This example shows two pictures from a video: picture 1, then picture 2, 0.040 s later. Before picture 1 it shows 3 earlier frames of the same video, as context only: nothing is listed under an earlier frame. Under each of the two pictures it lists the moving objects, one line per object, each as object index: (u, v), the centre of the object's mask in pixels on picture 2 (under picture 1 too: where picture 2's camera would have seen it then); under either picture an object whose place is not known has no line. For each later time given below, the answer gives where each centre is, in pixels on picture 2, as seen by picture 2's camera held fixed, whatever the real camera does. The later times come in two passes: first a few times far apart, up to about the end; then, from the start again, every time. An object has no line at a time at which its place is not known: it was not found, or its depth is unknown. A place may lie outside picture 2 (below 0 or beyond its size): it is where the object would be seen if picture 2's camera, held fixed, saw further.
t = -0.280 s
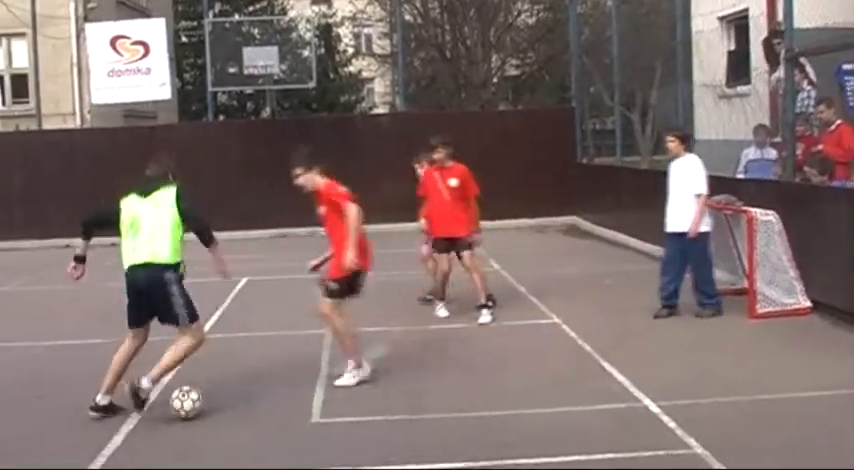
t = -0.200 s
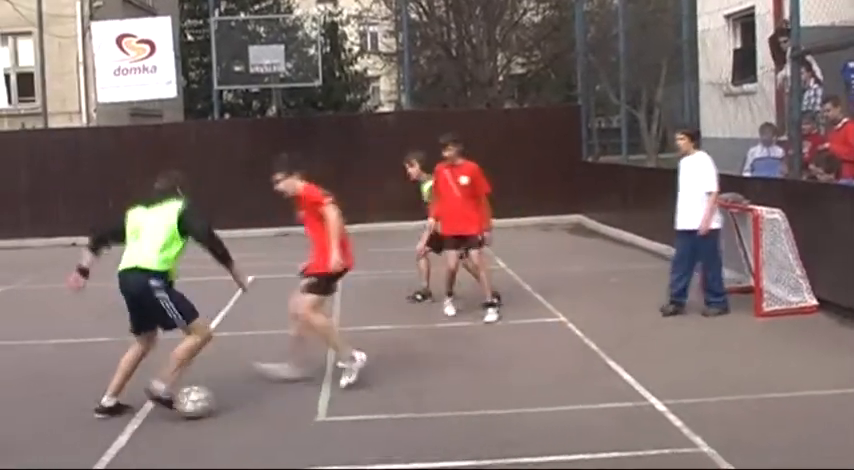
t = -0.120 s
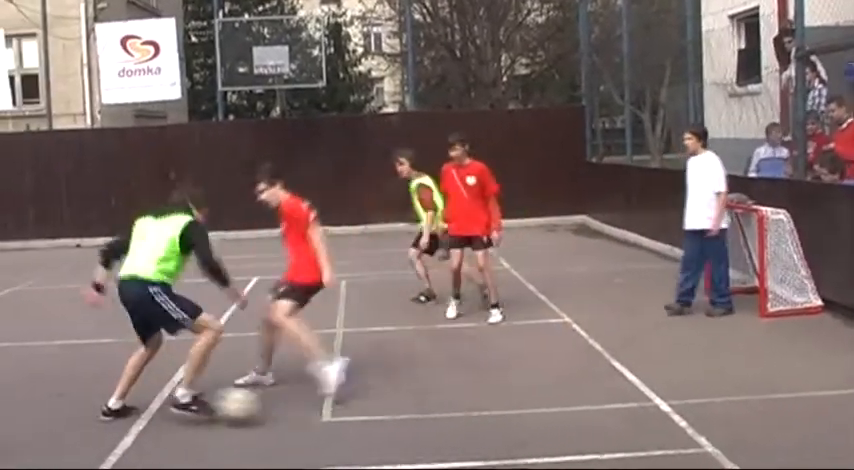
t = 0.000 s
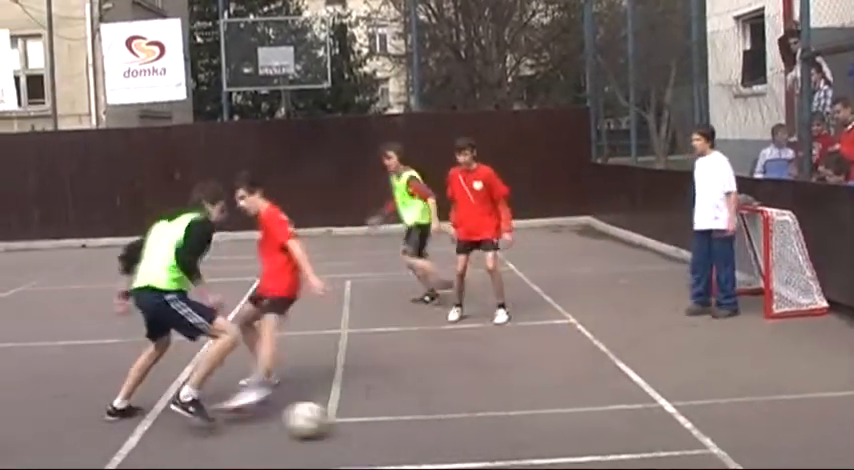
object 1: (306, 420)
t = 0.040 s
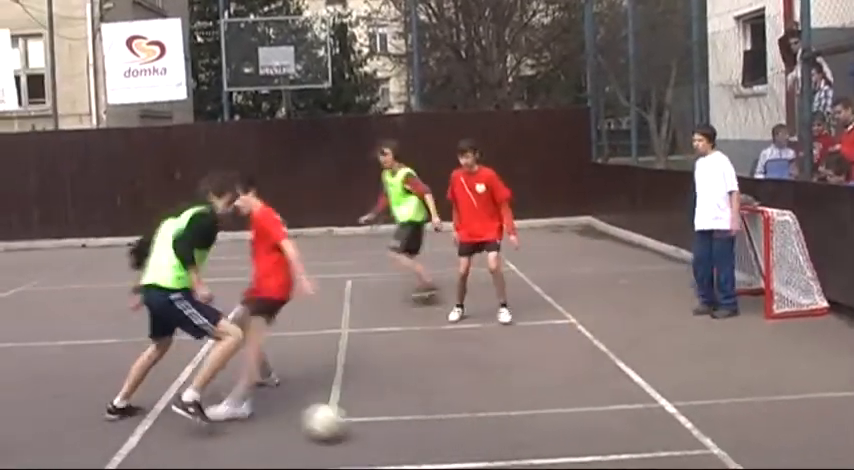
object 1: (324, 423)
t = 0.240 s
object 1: (406, 437)
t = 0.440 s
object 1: (496, 452)
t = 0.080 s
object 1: (343, 426)
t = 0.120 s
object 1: (358, 429)
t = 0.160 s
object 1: (374, 431)
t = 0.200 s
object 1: (390, 434)
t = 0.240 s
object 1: (406, 437)
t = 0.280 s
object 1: (423, 440)
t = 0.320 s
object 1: (440, 443)
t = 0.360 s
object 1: (458, 445)
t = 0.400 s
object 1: (478, 449)
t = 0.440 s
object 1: (496, 452)
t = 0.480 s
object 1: (512, 455)
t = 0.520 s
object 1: (528, 458)
